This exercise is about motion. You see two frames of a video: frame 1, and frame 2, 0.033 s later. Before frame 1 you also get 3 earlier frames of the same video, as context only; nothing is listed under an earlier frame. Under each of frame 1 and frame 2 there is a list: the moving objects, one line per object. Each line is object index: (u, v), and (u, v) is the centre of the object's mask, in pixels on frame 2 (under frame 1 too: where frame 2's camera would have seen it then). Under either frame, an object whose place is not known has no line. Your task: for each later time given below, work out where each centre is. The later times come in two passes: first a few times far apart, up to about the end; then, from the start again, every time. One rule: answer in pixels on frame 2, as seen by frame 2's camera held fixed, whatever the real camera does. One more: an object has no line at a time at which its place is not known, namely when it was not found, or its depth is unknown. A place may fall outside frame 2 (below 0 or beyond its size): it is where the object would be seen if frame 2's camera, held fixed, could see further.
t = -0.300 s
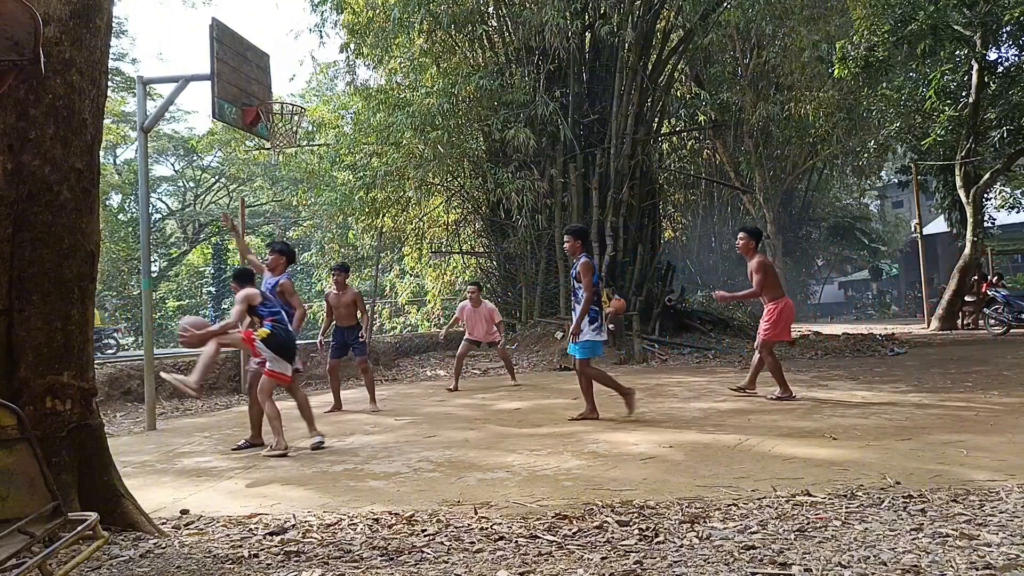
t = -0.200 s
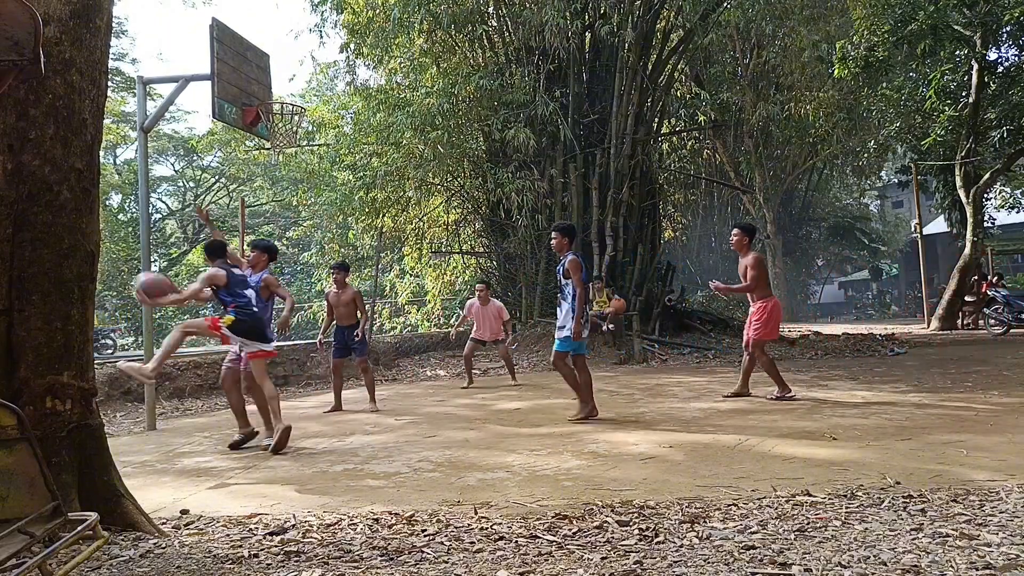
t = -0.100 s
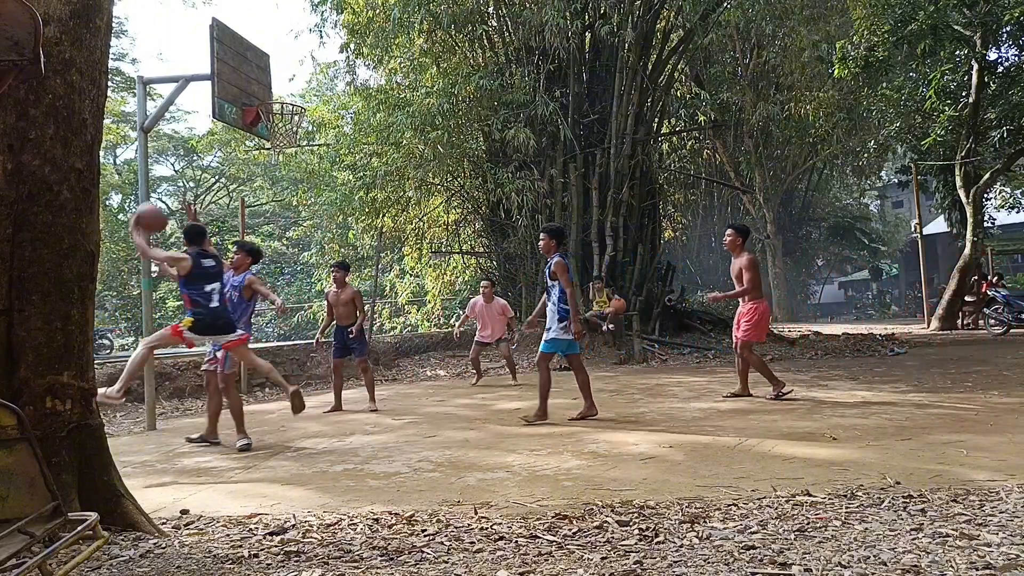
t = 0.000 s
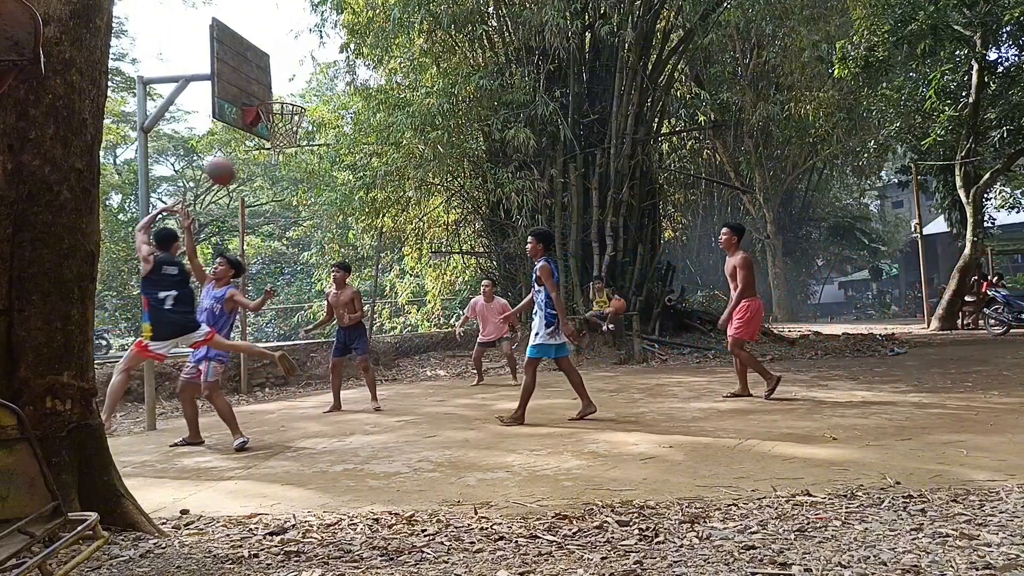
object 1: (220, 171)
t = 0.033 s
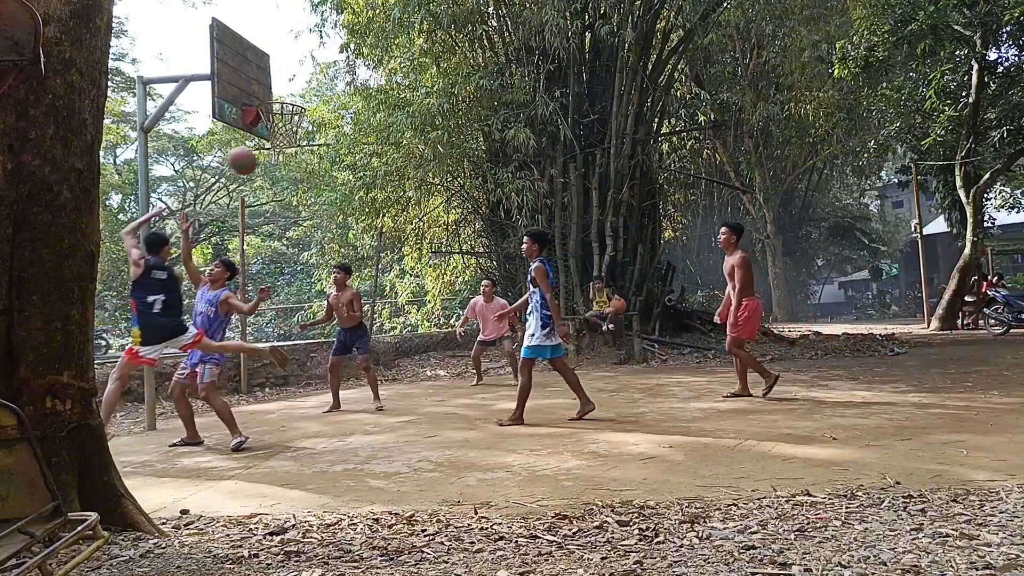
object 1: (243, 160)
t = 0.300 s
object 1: (394, 129)
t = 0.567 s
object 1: (509, 168)
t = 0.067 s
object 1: (264, 152)
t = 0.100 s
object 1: (284, 144)
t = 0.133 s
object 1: (304, 139)
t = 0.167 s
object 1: (323, 134)
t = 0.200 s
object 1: (342, 132)
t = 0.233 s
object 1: (360, 130)
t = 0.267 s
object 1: (377, 129)
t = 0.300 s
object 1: (394, 129)
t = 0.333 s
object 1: (410, 131)
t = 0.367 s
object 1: (425, 134)
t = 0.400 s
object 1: (440, 137)
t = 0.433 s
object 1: (453, 142)
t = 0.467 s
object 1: (469, 147)
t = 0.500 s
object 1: (483, 154)
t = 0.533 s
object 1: (496, 160)
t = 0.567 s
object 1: (509, 168)
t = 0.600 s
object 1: (521, 176)
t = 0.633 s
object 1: (533, 185)
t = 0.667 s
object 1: (545, 195)
